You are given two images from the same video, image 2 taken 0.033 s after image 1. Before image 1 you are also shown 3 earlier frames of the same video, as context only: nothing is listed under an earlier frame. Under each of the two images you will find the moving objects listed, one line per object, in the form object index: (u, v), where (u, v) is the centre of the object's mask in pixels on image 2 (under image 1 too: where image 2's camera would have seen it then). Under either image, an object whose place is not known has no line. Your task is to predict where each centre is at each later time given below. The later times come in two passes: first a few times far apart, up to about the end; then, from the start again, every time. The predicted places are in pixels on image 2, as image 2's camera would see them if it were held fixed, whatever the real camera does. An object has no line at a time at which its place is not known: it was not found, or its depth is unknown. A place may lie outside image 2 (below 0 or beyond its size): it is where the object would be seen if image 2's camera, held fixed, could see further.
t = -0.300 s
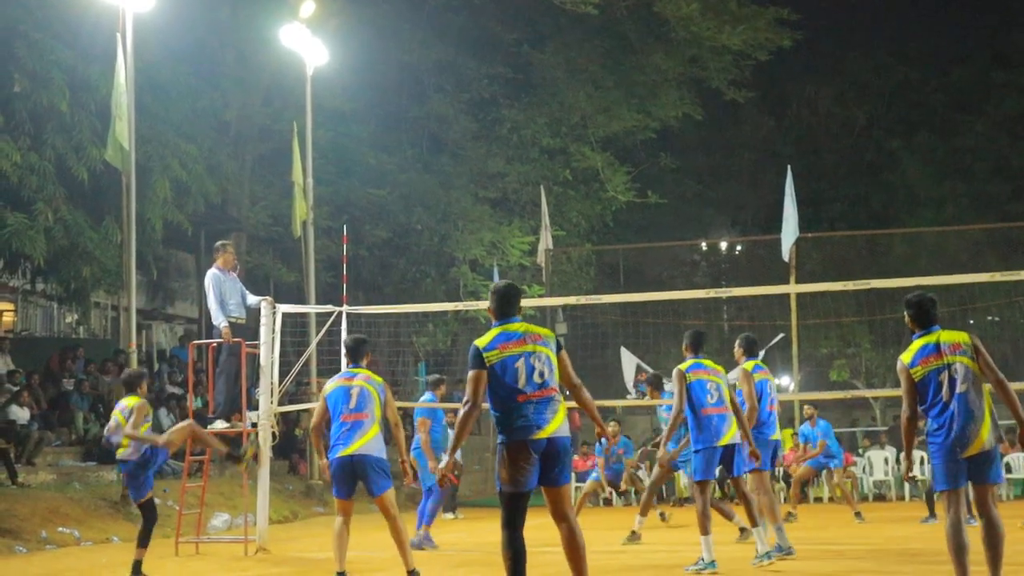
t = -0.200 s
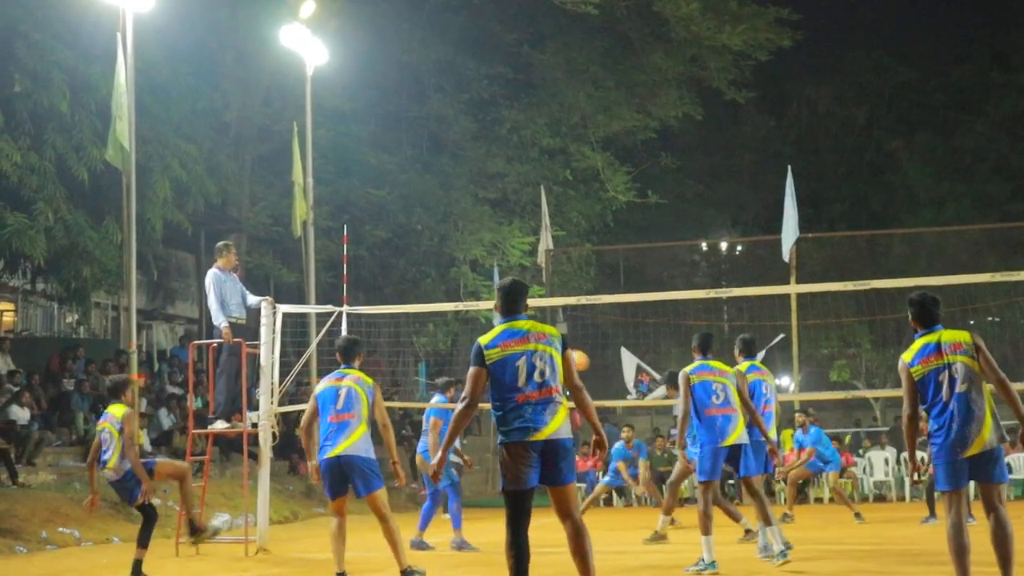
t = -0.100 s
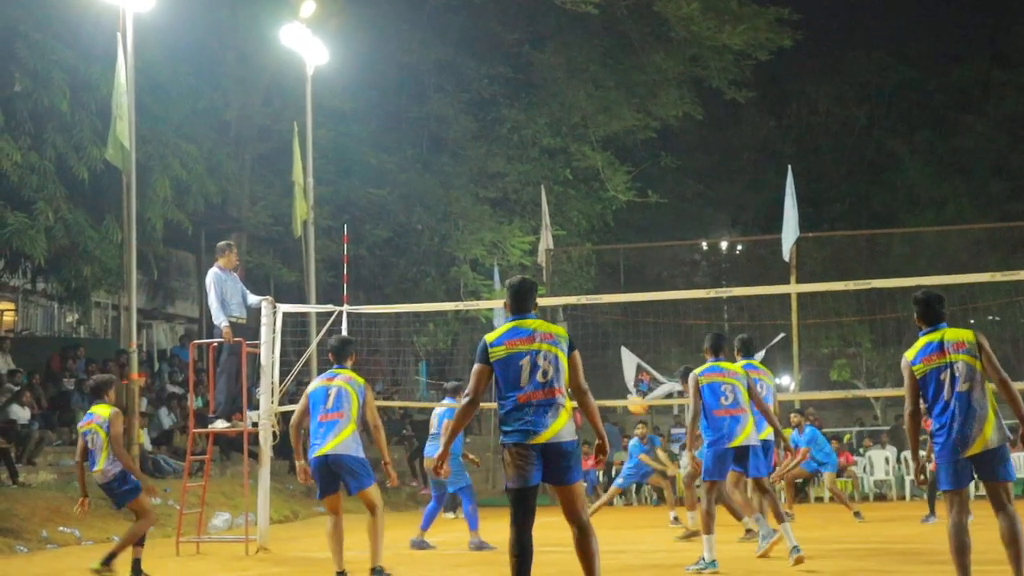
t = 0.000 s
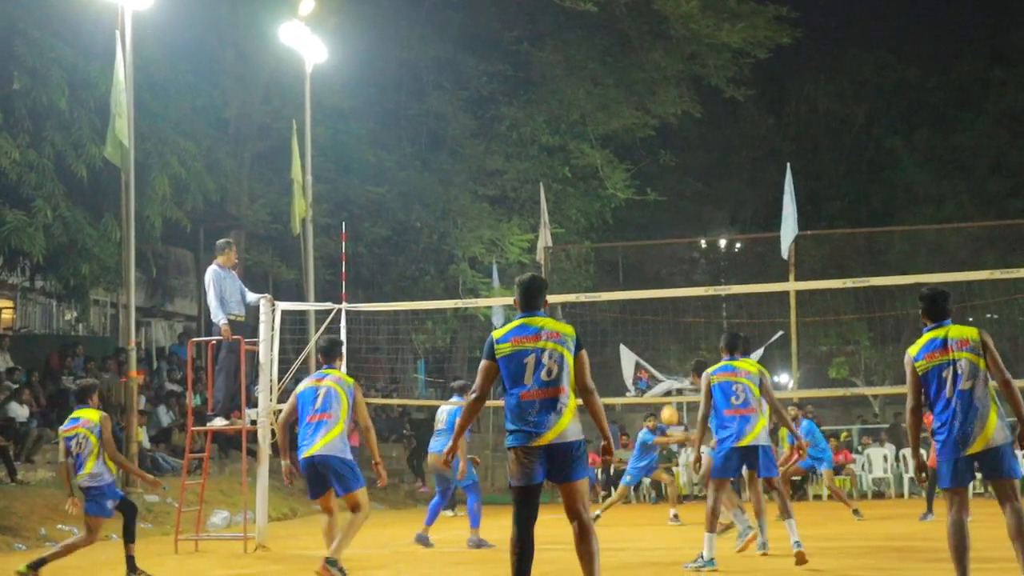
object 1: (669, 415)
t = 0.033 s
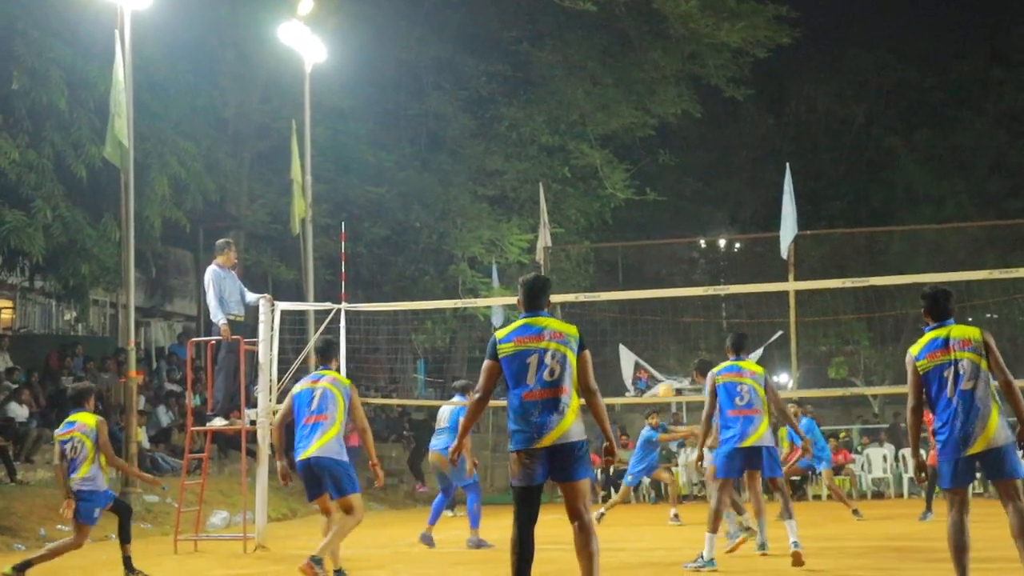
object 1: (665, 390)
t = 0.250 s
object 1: (644, 264)
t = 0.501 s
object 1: (619, 162)
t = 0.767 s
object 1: (593, 107)
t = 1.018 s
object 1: (569, 107)
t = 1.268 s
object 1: (546, 159)
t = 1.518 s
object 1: (525, 266)
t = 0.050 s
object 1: (664, 380)
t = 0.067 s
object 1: (663, 369)
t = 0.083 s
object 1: (661, 359)
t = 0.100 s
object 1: (658, 348)
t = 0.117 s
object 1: (657, 338)
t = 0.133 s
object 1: (655, 328)
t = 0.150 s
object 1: (654, 318)
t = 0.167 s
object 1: (652, 308)
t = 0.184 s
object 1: (651, 302)
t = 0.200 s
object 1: (648, 285)
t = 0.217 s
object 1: (647, 280)
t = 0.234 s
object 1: (646, 272)
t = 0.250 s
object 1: (644, 264)
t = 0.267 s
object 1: (642, 255)
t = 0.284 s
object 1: (641, 248)
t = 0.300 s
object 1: (639, 240)
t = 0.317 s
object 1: (637, 232)
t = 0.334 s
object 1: (636, 225)
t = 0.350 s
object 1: (634, 218)
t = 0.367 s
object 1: (632, 211)
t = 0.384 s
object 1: (631, 204)
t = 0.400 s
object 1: (629, 197)
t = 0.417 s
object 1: (627, 191)
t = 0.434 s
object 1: (625, 185)
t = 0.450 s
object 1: (624, 178)
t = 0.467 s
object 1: (622, 173)
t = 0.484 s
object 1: (621, 168)
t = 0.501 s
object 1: (619, 162)
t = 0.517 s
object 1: (618, 157)
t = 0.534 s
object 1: (616, 153)
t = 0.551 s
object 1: (614, 148)
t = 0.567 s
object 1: (612, 144)
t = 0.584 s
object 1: (611, 140)
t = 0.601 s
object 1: (609, 136)
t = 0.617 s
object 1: (608, 132)
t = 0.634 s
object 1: (606, 129)
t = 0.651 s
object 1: (604, 125)
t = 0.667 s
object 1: (603, 123)
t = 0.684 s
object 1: (601, 120)
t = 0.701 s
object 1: (599, 117)
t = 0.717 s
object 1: (598, 114)
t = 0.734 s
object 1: (596, 111)
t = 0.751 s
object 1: (594, 110)
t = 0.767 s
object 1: (593, 107)
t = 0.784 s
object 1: (590, 106)
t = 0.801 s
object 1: (589, 104)
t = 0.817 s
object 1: (587, 103)
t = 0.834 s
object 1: (586, 103)
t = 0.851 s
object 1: (585, 102)
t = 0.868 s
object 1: (583, 101)
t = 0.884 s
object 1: (581, 101)
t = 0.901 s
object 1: (580, 101)
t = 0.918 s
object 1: (578, 101)
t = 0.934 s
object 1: (576, 102)
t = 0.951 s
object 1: (575, 102)
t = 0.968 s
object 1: (573, 103)
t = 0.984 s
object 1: (572, 104)
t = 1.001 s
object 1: (570, 105)
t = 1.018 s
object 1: (569, 107)
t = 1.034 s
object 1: (567, 108)
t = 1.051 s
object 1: (566, 110)
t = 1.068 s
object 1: (564, 113)
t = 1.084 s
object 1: (563, 115)
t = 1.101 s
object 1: (561, 118)
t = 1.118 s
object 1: (560, 121)
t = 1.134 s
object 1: (558, 125)
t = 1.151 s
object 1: (556, 128)
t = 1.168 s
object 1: (555, 132)
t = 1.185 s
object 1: (553, 136)
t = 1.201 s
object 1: (552, 140)
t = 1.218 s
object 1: (550, 145)
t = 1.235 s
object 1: (549, 149)
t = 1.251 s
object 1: (547, 154)
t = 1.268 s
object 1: (546, 159)
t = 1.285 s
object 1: (545, 165)
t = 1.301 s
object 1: (543, 171)
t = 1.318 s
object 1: (542, 176)
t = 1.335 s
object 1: (541, 181)
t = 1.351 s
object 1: (539, 188)
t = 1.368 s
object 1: (537, 194)
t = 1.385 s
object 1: (536, 201)
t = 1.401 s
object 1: (534, 208)
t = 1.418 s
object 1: (532, 215)
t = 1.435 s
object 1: (531, 223)
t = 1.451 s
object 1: (529, 231)
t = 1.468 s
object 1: (528, 239)
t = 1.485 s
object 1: (527, 247)
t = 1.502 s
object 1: (526, 256)
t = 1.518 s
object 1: (525, 266)
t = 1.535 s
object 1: (524, 274)
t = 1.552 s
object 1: (523, 284)
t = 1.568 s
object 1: (521, 290)
